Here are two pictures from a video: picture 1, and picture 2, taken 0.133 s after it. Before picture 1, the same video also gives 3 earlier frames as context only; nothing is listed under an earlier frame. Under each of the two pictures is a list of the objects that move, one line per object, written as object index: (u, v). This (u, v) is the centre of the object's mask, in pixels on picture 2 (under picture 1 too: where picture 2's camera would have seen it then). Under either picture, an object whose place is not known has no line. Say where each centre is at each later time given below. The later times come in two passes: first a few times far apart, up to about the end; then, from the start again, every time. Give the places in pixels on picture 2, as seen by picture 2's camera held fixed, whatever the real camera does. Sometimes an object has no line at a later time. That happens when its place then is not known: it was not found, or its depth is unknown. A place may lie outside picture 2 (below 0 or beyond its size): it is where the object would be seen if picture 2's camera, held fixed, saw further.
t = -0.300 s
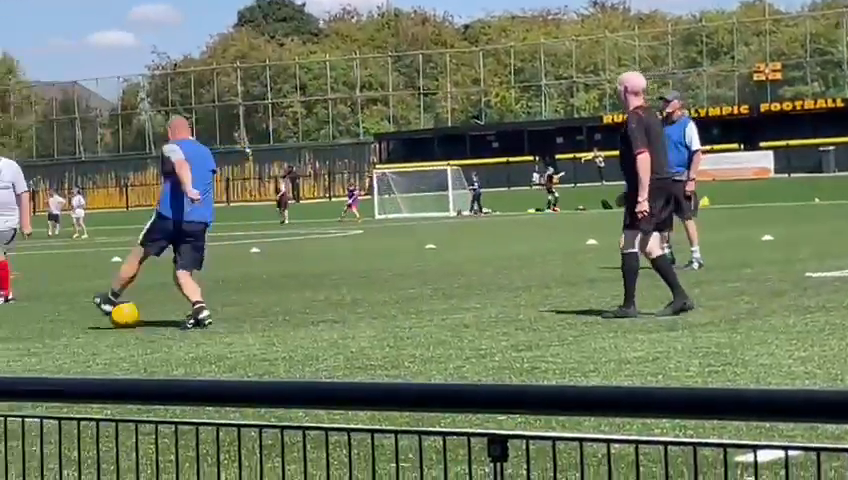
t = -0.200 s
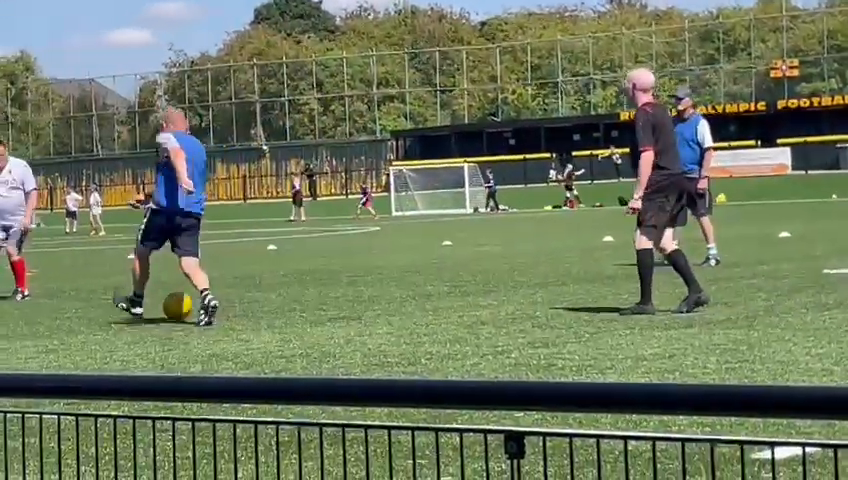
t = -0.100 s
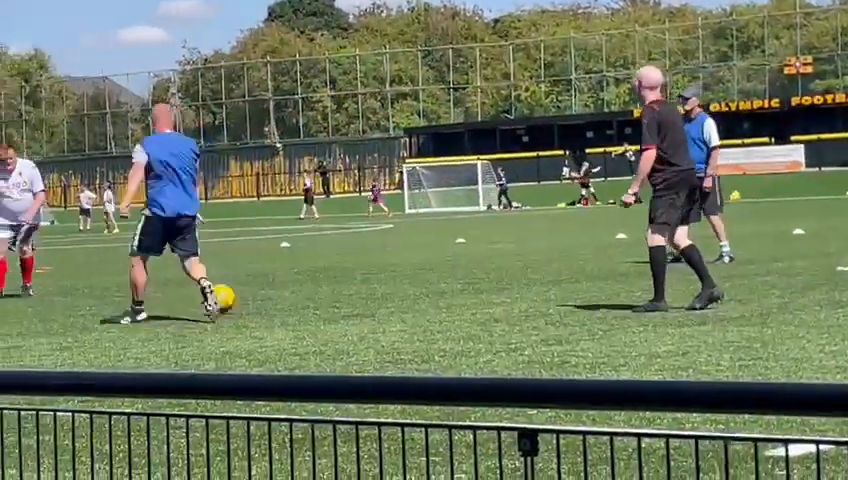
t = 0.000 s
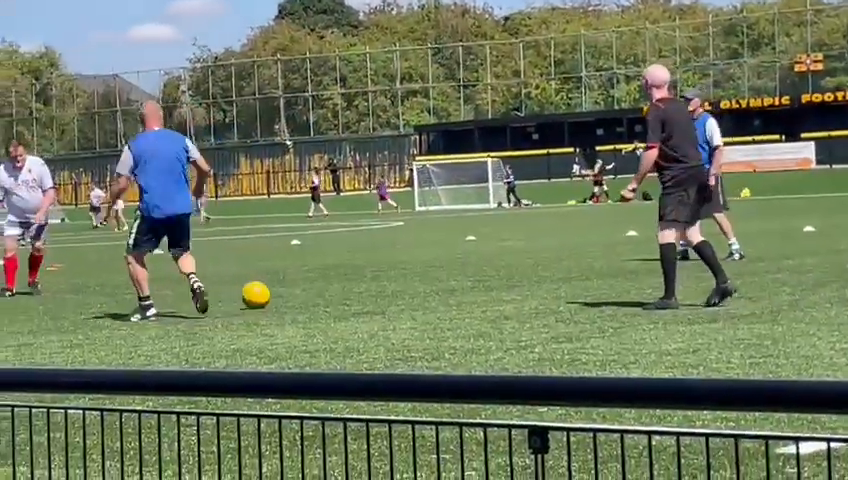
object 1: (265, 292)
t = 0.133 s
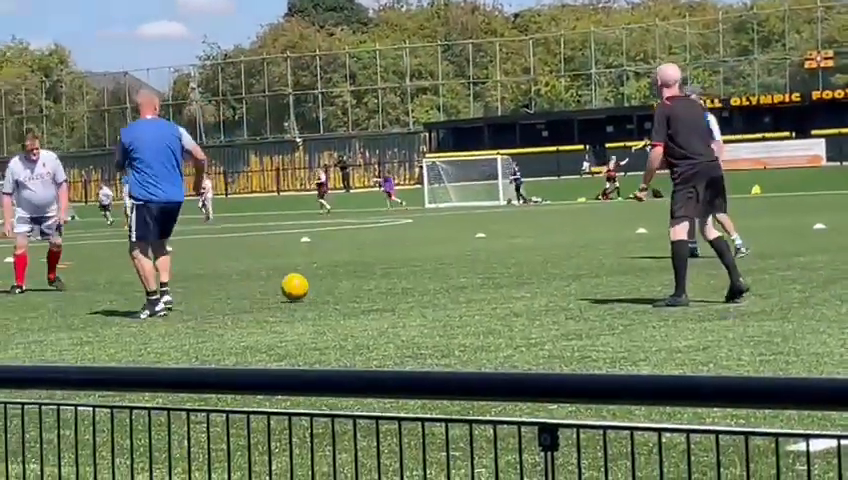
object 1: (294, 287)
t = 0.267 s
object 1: (322, 284)
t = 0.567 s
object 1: (377, 279)
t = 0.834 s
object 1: (421, 274)
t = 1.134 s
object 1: (463, 269)
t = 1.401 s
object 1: (498, 265)
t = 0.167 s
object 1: (301, 288)
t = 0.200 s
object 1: (309, 287)
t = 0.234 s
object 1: (315, 285)
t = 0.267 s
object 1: (322, 284)
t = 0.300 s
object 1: (328, 284)
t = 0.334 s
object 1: (335, 284)
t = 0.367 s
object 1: (341, 283)
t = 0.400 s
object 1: (347, 281)
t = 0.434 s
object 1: (353, 282)
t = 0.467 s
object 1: (359, 281)
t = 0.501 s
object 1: (365, 280)
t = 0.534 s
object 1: (371, 279)
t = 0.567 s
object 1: (377, 279)
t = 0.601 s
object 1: (383, 278)
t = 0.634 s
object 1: (389, 277)
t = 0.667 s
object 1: (394, 277)
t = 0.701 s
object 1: (399, 277)
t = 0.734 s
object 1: (405, 276)
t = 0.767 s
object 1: (410, 275)
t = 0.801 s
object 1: (416, 275)
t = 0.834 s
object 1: (421, 274)
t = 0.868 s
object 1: (425, 273)
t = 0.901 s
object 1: (430, 273)
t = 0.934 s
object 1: (435, 272)
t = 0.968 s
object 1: (440, 272)
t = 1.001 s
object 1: (445, 271)
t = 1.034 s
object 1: (450, 271)
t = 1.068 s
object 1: (454, 271)
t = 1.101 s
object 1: (459, 270)
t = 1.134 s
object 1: (463, 269)
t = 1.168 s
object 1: (468, 269)
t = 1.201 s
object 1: (472, 268)
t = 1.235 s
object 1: (477, 268)
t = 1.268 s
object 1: (481, 268)
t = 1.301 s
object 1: (485, 267)
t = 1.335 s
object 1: (489, 266)
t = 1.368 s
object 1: (493, 266)
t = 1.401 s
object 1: (498, 265)
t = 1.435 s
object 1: (502, 265)
